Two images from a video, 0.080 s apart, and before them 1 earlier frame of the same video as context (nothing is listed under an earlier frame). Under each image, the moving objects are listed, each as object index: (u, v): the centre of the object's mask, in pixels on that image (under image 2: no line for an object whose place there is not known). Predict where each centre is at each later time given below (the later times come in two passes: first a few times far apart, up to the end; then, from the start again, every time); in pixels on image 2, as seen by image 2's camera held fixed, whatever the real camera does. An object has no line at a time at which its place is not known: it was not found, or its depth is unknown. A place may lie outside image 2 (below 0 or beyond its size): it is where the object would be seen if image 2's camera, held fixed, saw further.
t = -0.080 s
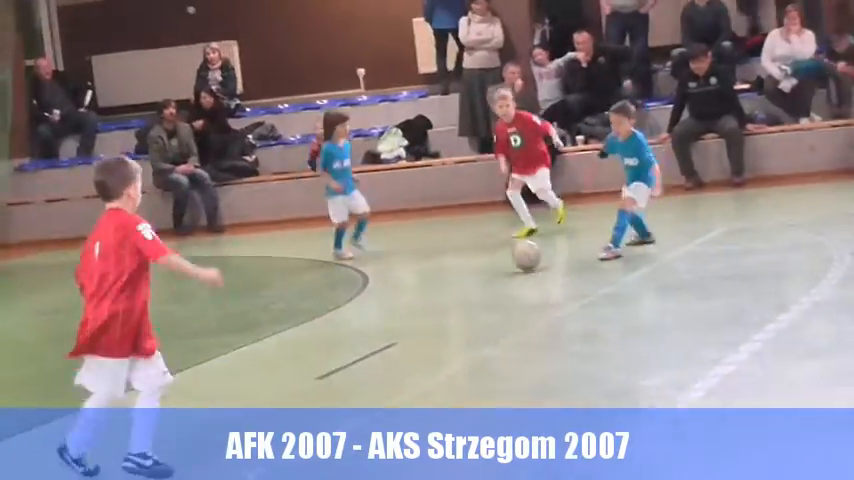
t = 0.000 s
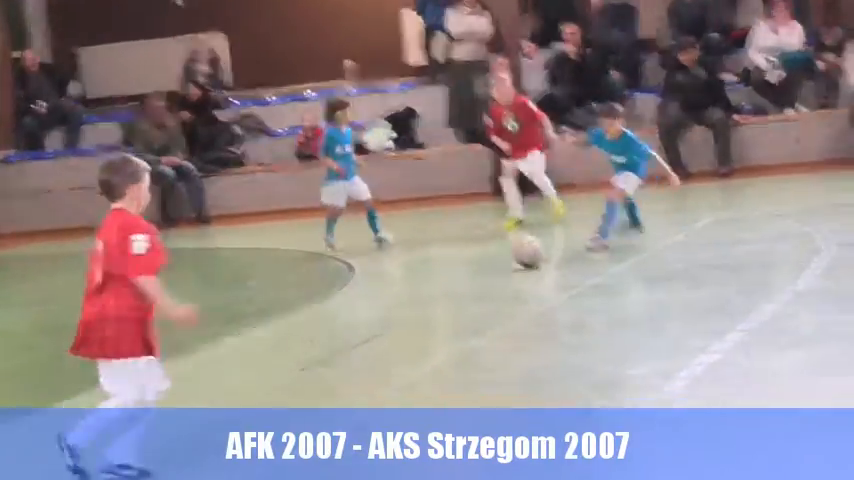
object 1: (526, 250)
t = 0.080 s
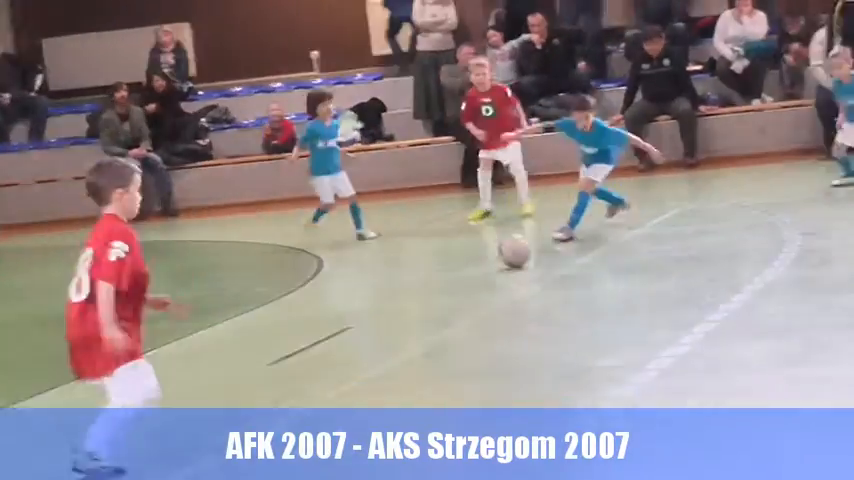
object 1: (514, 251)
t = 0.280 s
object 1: (559, 264)
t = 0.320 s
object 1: (568, 266)
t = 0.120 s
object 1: (524, 253)
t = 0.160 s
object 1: (531, 257)
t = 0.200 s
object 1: (540, 259)
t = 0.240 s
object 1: (549, 262)
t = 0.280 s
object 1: (559, 264)
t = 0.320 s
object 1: (568, 266)
